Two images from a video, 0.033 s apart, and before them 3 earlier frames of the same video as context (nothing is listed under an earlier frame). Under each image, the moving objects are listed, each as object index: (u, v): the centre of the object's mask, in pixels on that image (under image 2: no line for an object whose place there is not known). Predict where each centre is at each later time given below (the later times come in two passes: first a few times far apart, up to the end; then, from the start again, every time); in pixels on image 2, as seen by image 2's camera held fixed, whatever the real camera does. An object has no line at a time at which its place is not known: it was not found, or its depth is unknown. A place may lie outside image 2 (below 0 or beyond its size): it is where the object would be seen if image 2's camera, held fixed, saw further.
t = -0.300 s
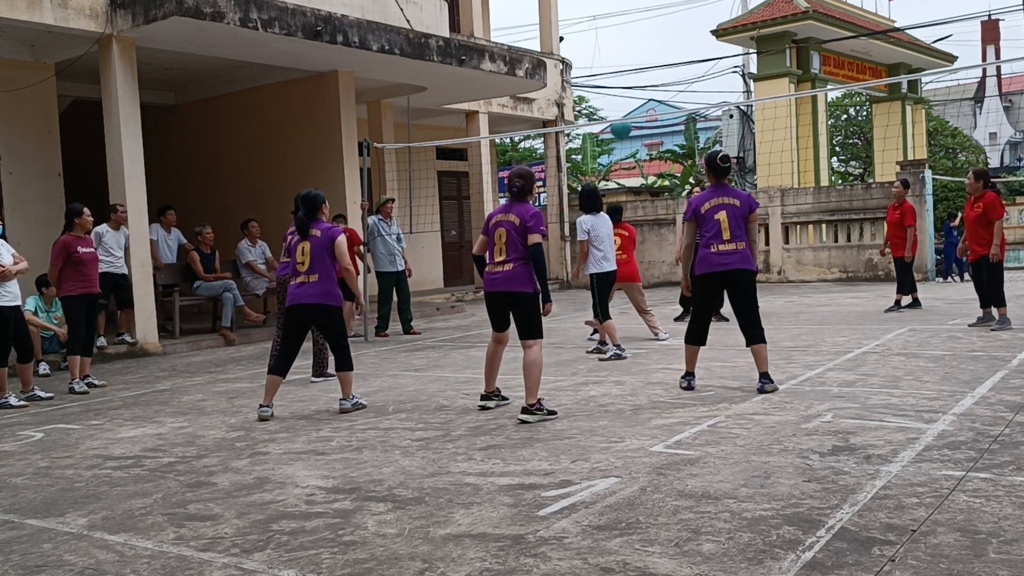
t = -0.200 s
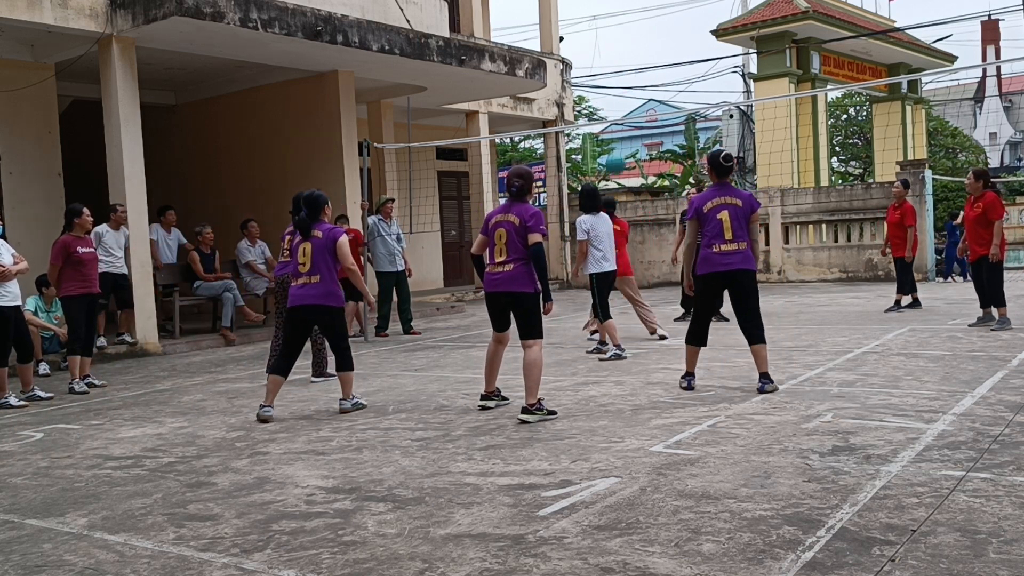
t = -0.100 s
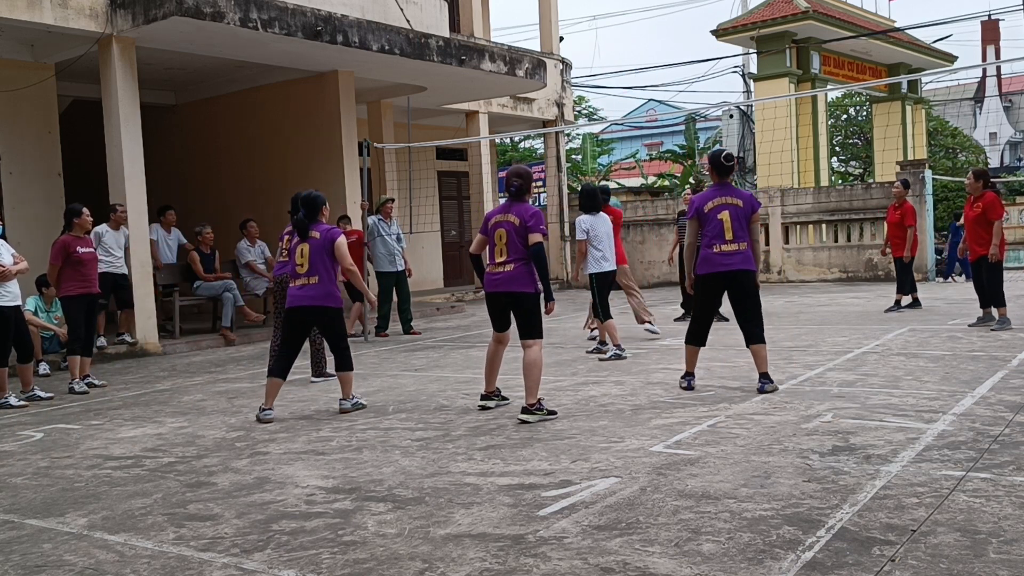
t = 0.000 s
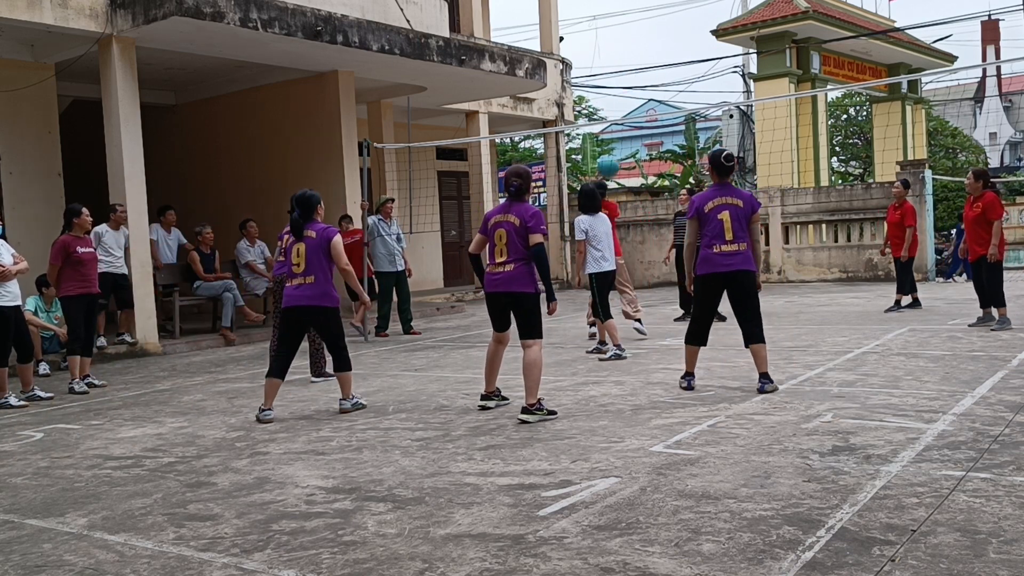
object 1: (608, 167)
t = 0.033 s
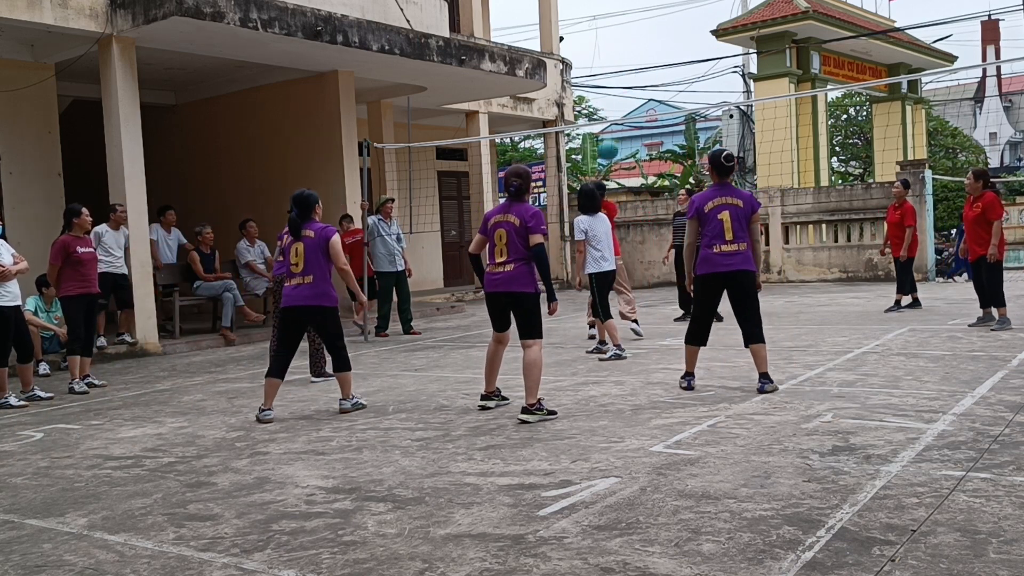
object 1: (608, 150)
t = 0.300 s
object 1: (606, 54)
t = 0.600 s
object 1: (604, 27)
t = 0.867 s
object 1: (605, 65)
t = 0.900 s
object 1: (605, 74)
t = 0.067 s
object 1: (607, 135)
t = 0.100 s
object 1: (606, 119)
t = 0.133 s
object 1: (606, 106)
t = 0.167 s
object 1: (606, 93)
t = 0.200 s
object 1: (606, 82)
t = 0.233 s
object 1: (606, 71)
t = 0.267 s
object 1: (606, 62)
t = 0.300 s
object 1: (606, 54)
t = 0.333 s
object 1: (605, 47)
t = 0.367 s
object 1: (605, 41)
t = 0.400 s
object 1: (605, 36)
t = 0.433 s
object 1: (604, 32)
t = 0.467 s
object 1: (604, 30)
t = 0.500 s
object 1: (604, 27)
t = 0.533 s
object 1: (604, 27)
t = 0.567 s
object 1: (604, 26)
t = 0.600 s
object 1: (604, 27)
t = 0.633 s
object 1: (604, 29)
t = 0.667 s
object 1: (604, 31)
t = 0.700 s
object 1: (604, 35)
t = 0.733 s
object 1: (604, 39)
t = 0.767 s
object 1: (604, 45)
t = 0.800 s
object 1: (604, 51)
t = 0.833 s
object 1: (604, 58)
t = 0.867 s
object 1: (605, 65)
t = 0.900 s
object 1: (605, 74)
